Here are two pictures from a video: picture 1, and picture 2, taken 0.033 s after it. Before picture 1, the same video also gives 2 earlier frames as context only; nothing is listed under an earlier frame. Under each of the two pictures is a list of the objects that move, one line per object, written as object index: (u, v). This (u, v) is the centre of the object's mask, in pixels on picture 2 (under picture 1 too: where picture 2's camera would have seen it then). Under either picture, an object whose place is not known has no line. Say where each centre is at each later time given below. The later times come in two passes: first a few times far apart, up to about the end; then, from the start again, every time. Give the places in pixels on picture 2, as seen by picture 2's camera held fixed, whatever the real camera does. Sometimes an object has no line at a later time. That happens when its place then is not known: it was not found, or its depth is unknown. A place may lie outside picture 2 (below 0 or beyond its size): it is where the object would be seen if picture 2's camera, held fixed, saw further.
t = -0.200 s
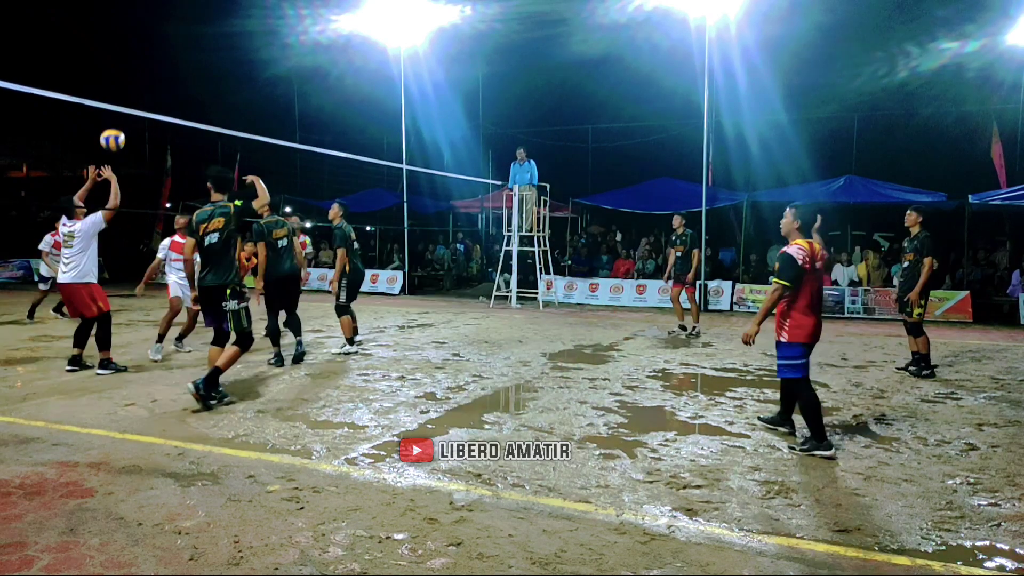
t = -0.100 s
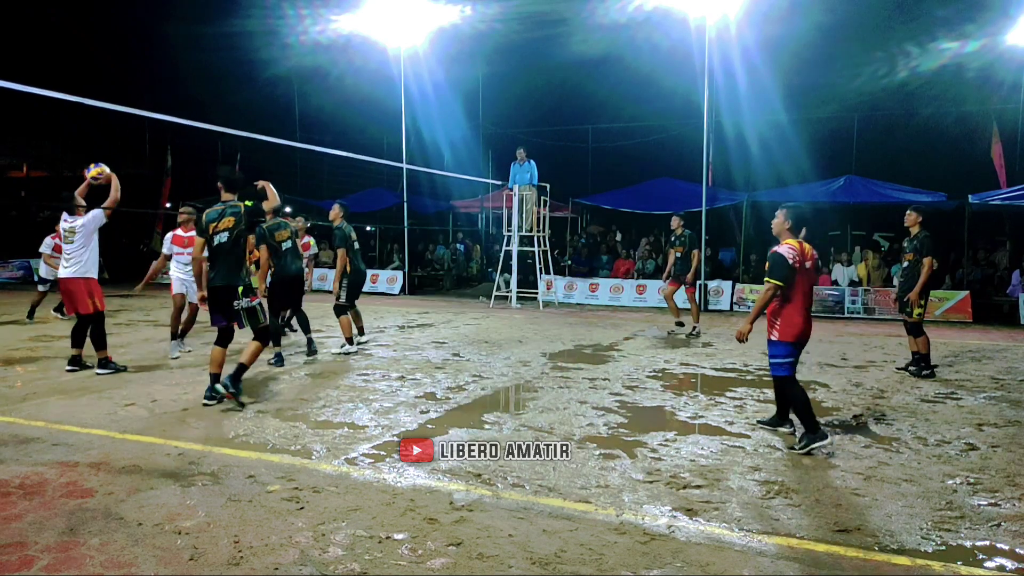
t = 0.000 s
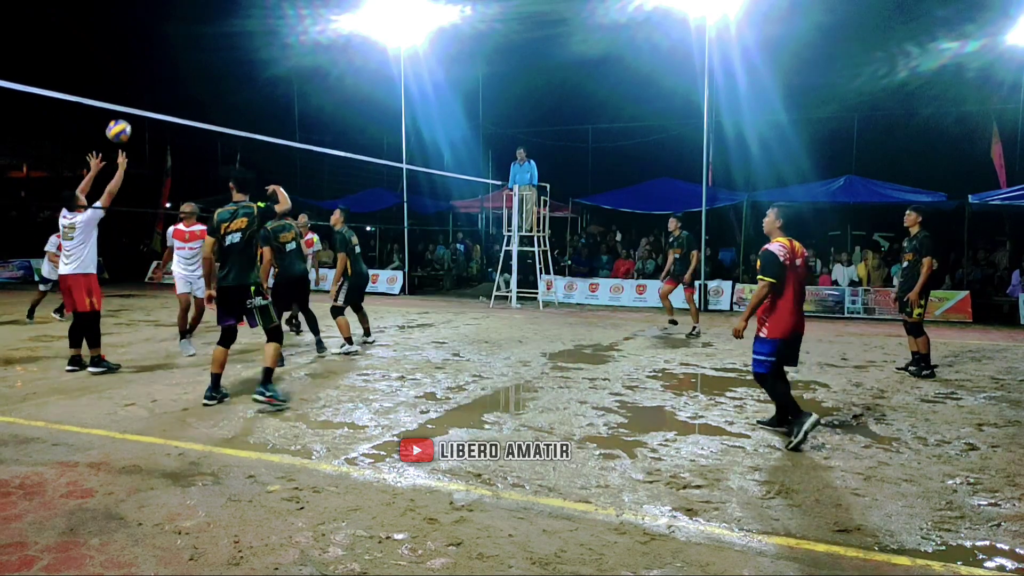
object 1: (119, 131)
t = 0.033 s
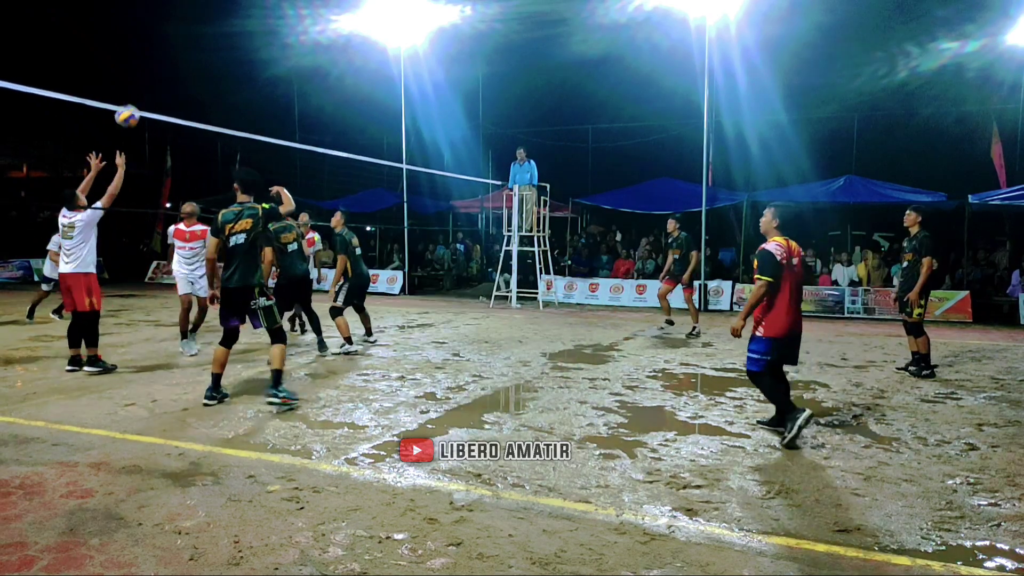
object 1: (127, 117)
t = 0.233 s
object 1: (180, 50)
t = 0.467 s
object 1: (230, 30)
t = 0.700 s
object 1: (273, 54)
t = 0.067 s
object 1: (136, 101)
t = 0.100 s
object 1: (149, 84)
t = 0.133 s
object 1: (157, 74)
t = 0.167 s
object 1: (165, 65)
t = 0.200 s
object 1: (173, 57)
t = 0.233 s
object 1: (180, 50)
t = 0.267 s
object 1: (188, 44)
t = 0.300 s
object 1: (196, 39)
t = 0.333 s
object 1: (202, 36)
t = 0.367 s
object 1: (210, 33)
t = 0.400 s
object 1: (217, 31)
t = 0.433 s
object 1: (223, 30)
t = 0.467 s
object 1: (230, 30)
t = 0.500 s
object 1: (237, 31)
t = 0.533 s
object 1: (243, 33)
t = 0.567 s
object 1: (249, 35)
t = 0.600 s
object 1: (256, 39)
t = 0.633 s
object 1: (262, 44)
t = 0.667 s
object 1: (271, 51)
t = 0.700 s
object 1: (273, 54)
